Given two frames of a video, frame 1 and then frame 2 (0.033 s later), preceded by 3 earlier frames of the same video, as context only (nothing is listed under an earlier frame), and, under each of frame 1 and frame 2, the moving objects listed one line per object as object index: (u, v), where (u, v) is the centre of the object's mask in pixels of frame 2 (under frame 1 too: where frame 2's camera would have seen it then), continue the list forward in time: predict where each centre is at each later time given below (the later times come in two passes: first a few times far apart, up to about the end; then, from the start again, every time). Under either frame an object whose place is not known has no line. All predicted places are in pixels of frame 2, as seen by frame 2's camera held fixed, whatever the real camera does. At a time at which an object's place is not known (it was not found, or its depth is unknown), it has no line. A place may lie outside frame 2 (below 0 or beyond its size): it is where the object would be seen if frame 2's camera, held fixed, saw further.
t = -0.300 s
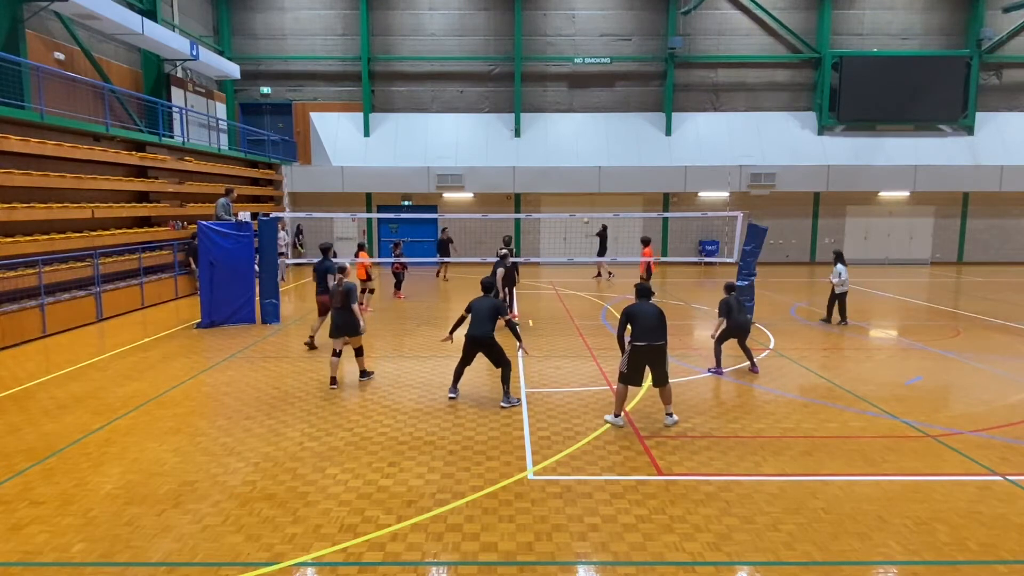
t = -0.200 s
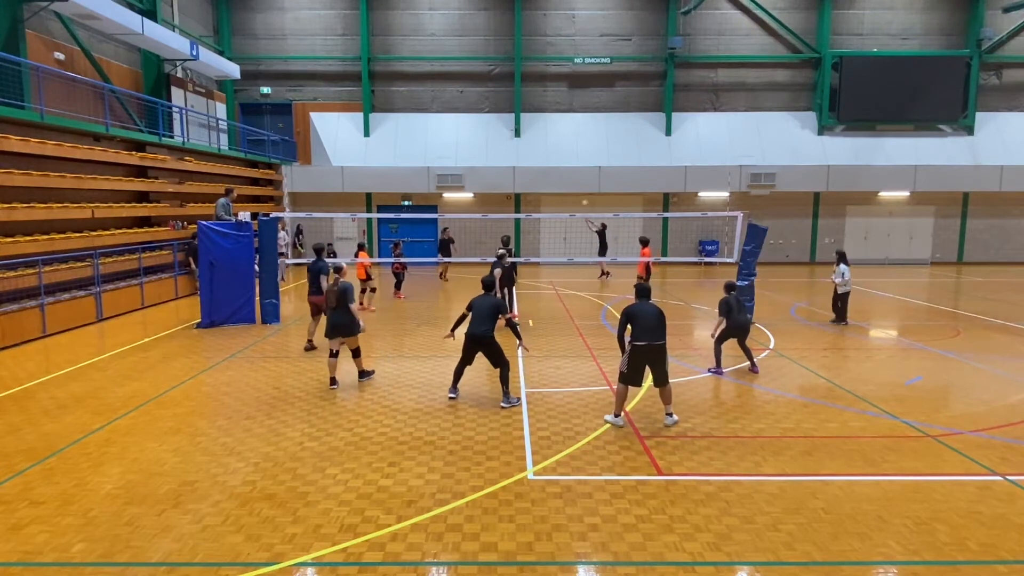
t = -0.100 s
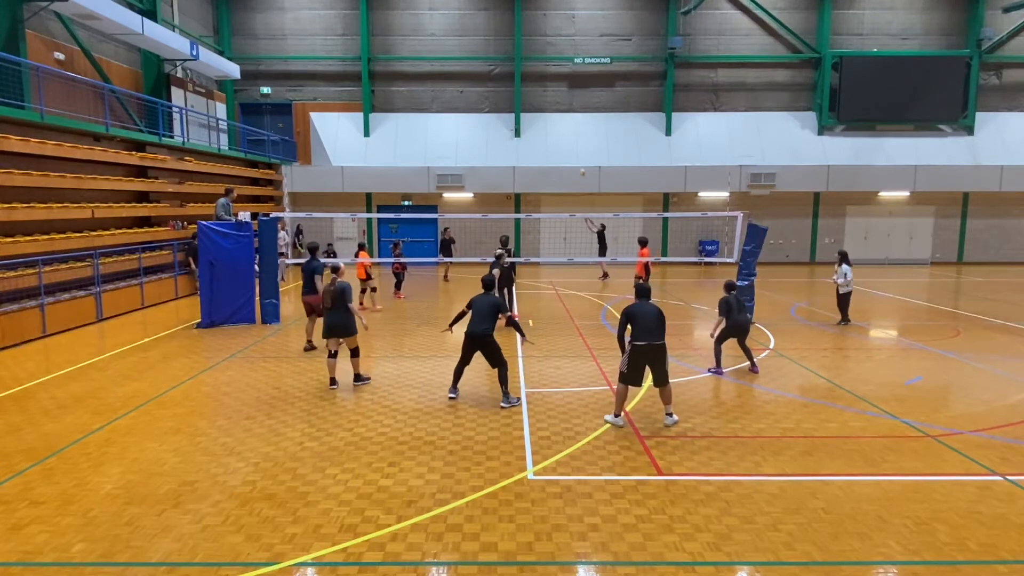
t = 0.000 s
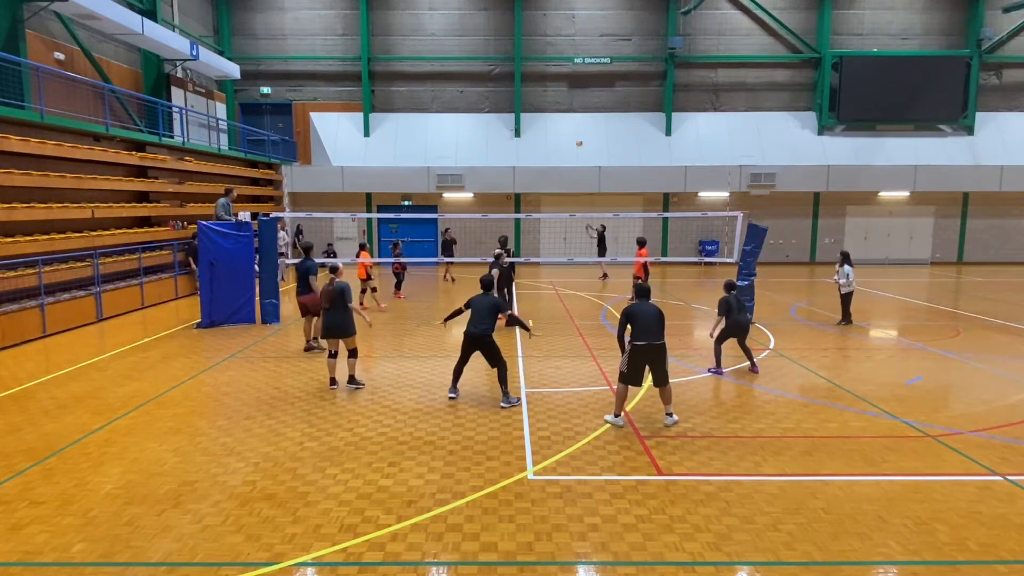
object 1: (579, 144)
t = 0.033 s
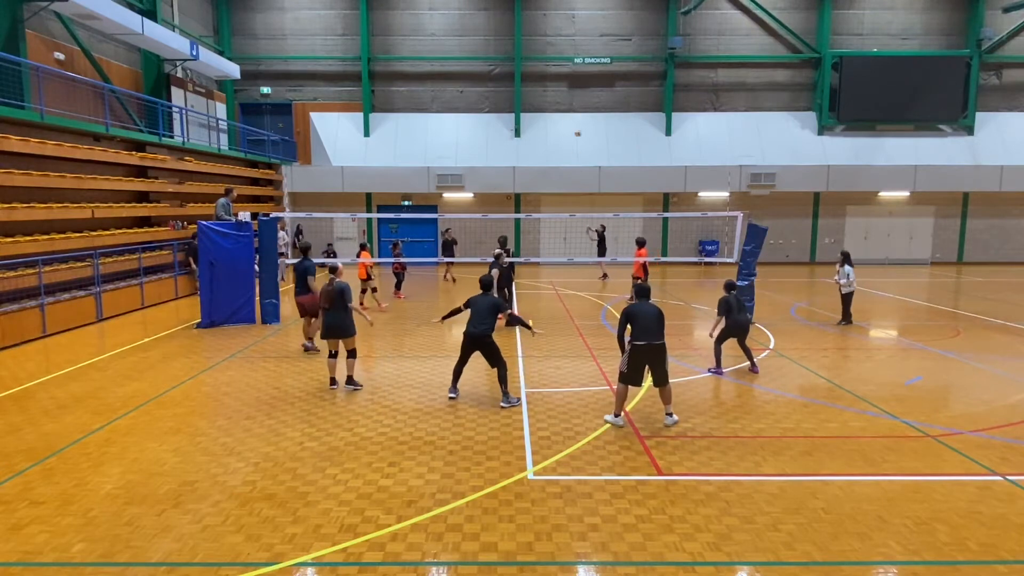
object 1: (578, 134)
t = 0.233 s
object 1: (569, 79)
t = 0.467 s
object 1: (556, 25)
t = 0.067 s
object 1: (576, 124)
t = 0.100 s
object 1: (575, 114)
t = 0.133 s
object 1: (574, 104)
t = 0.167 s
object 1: (573, 95)
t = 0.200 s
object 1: (571, 87)
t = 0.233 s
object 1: (569, 79)
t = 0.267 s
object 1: (568, 71)
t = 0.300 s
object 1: (567, 62)
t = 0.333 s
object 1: (565, 54)
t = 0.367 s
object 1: (563, 46)
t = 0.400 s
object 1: (561, 39)
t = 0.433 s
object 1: (558, 32)
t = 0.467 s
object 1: (556, 25)
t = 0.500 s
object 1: (554, 19)
